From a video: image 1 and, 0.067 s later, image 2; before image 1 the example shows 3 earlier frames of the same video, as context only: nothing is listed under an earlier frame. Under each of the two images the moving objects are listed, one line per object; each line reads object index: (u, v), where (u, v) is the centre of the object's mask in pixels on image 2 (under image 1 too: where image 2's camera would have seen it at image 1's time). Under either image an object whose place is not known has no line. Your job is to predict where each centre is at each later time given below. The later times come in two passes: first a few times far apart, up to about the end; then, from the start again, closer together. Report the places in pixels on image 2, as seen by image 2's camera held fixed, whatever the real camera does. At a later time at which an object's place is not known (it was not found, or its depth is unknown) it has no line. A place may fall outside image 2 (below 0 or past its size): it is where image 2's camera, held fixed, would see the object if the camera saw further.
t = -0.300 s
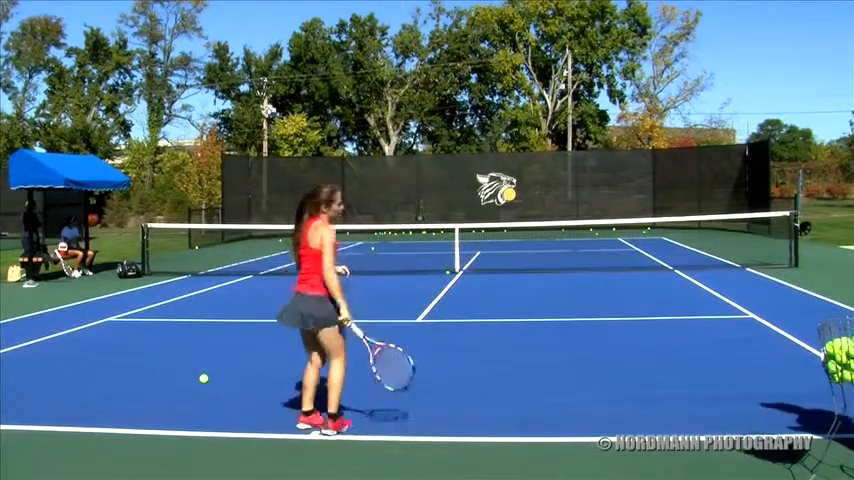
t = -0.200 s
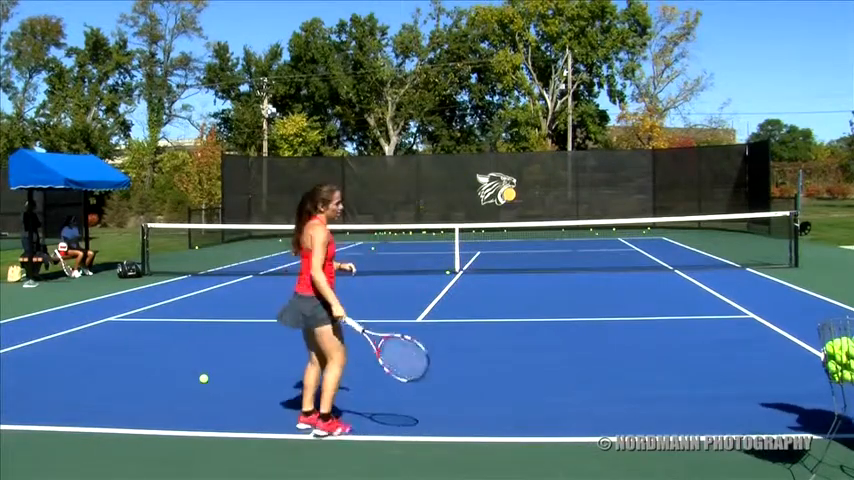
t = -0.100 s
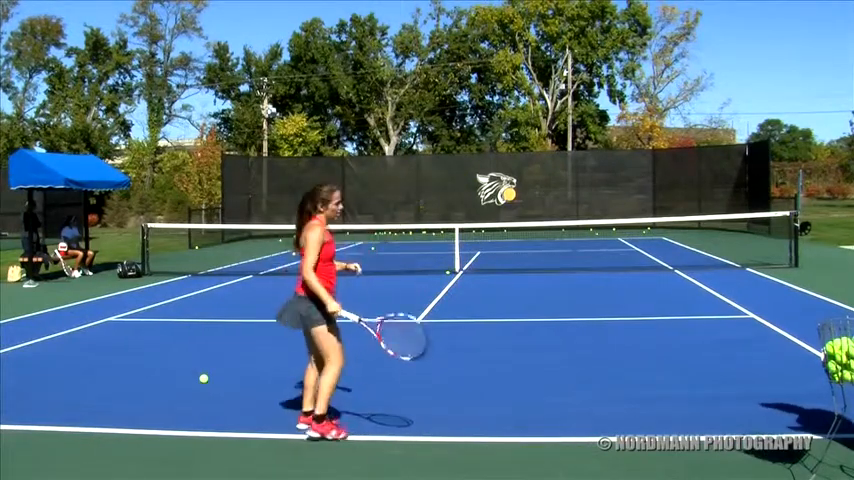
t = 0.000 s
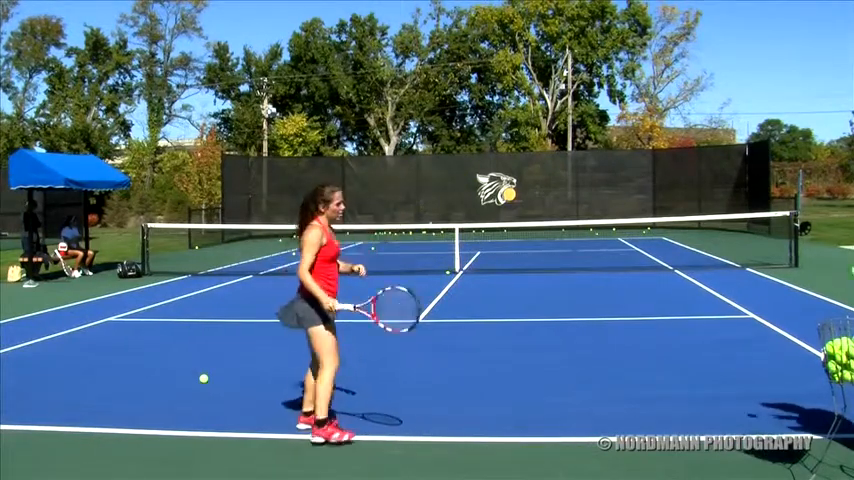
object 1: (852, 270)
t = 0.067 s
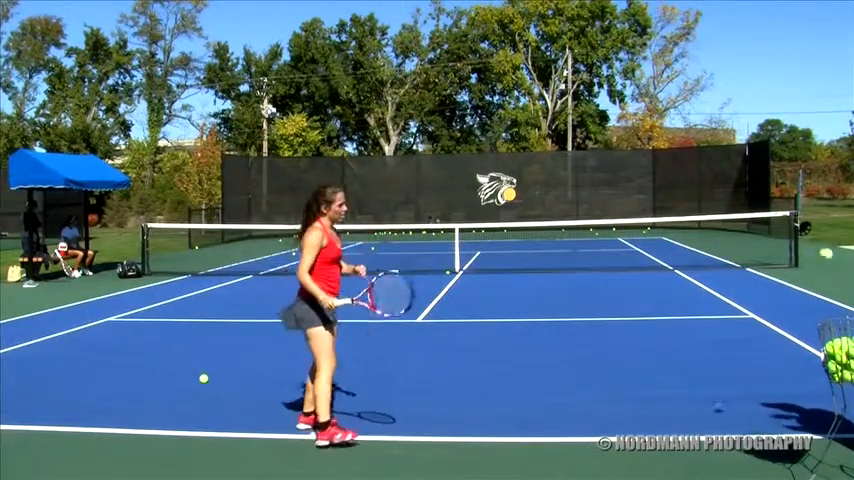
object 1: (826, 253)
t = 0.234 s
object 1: (749, 244)
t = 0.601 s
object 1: (587, 387)
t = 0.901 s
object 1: (490, 347)
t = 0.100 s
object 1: (810, 247)
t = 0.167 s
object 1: (779, 242)
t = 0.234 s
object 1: (749, 244)
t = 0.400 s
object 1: (673, 283)
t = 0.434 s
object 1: (659, 296)
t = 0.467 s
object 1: (644, 310)
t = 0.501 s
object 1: (629, 327)
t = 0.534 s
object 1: (615, 346)
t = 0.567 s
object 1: (600, 365)
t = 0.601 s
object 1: (587, 387)
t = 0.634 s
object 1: (572, 409)
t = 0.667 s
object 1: (558, 433)
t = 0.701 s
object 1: (546, 445)
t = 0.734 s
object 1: (537, 421)
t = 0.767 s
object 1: (528, 403)
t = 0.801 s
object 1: (518, 386)
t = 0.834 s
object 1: (508, 372)
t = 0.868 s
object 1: (499, 359)
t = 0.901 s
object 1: (490, 347)
